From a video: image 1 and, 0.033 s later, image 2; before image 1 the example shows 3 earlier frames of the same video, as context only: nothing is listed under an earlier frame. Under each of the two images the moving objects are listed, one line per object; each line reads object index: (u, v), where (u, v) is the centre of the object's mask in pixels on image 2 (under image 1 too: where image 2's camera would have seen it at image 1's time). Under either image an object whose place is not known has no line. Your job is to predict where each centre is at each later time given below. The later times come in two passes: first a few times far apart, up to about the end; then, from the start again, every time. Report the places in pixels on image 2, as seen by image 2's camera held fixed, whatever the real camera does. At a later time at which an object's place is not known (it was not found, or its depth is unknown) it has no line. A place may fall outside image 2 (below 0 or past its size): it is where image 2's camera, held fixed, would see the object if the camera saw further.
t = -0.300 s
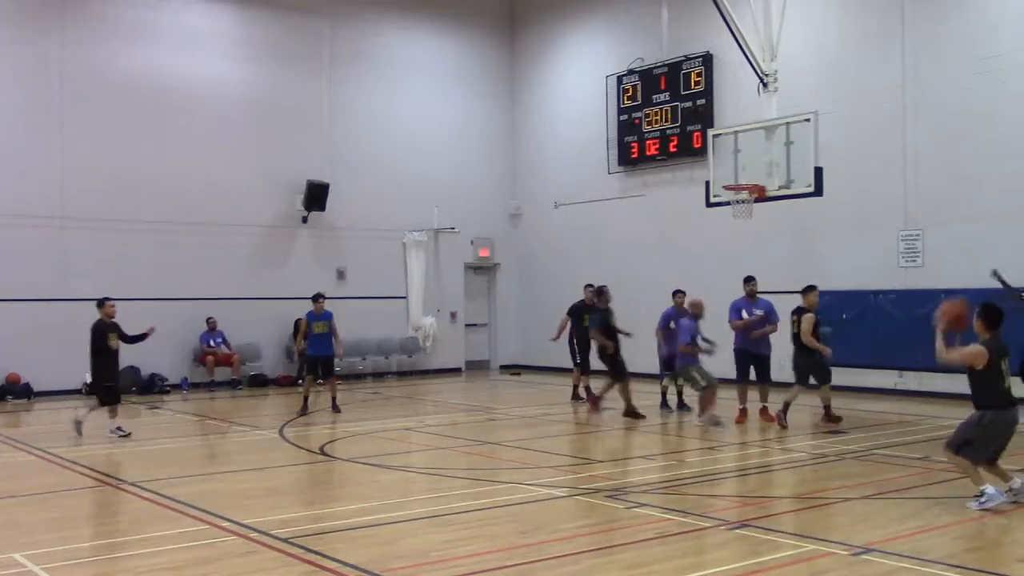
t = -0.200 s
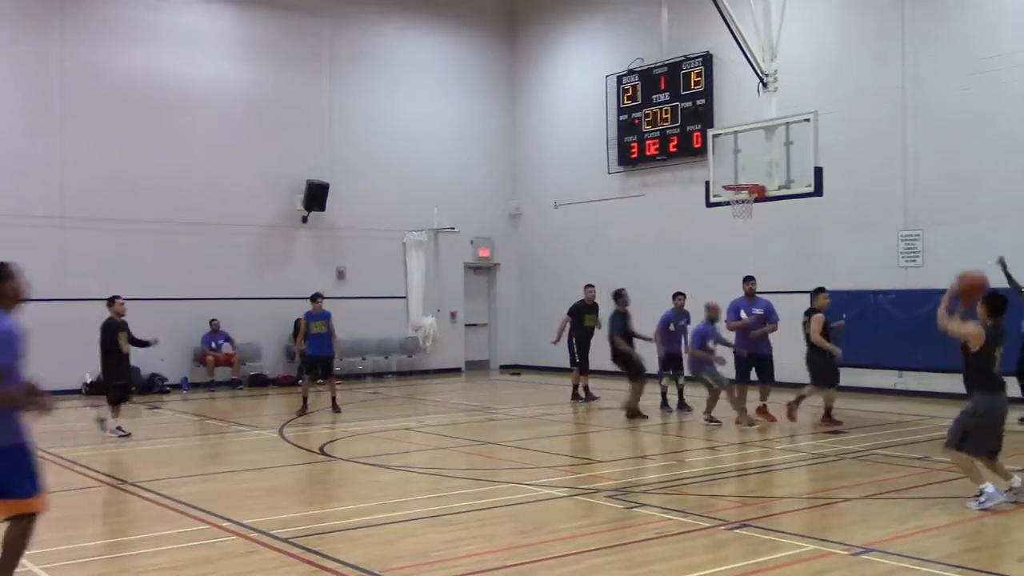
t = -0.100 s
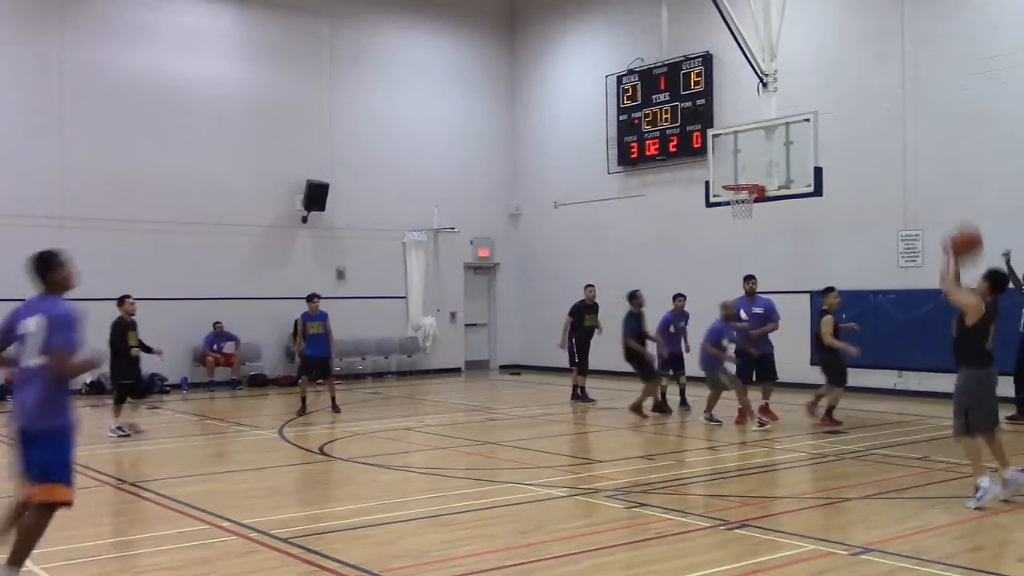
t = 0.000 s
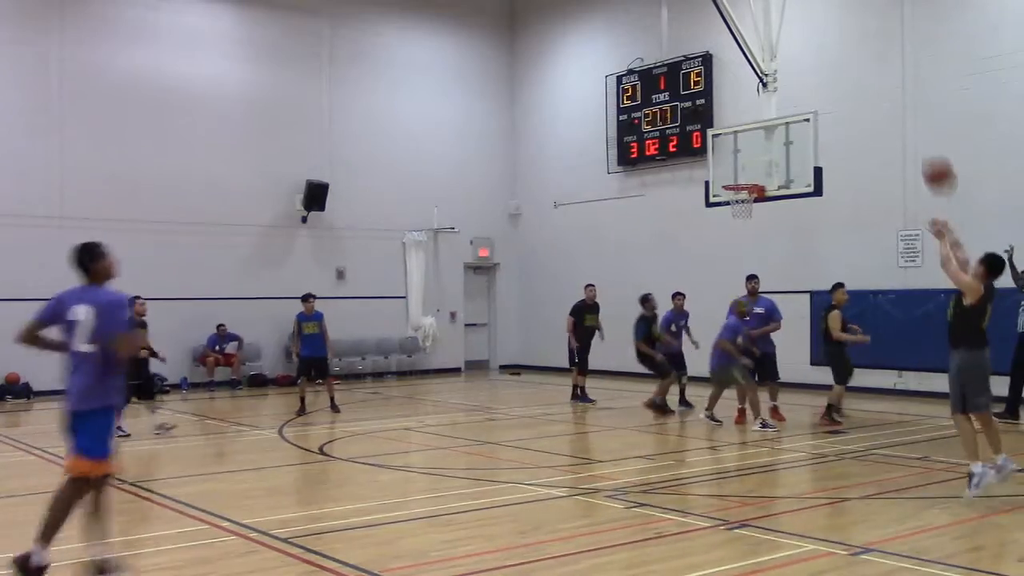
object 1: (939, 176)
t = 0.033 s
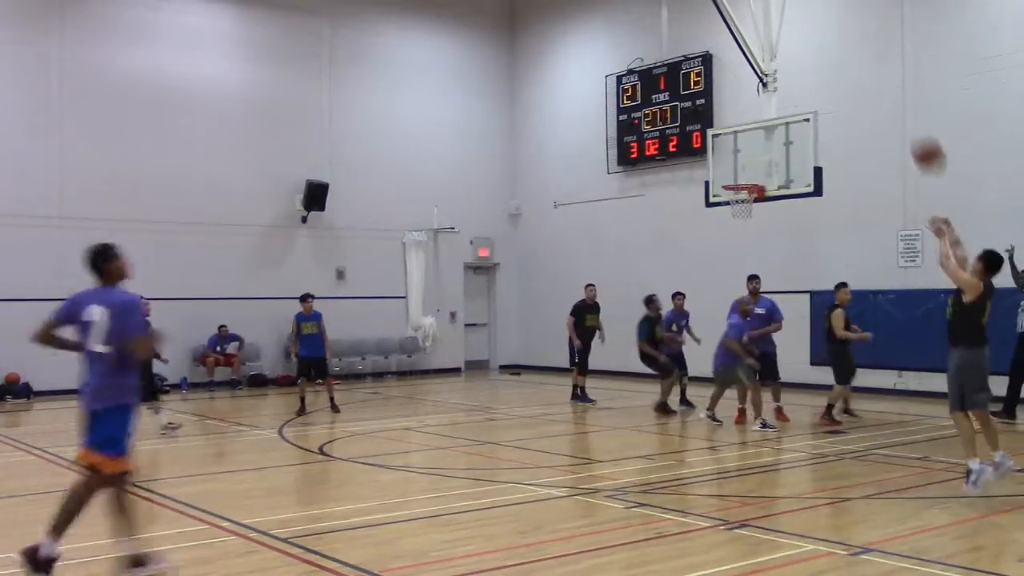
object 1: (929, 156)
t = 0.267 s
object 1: (864, 66)
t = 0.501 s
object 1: (814, 47)
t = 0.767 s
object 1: (772, 84)
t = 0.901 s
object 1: (754, 120)
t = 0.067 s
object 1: (917, 136)
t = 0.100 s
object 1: (907, 119)
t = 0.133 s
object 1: (899, 106)
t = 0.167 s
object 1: (890, 93)
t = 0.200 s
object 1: (880, 83)
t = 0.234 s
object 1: (873, 73)
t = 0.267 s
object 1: (864, 66)
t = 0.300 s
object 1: (856, 59)
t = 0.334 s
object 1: (849, 54)
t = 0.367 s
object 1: (841, 51)
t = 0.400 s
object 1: (834, 48)
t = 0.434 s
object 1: (828, 46)
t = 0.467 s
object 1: (821, 46)
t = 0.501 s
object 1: (814, 47)
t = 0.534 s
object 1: (809, 48)
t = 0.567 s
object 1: (803, 51)
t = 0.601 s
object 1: (797, 54)
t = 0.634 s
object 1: (792, 58)
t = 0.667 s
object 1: (787, 64)
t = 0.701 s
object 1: (781, 69)
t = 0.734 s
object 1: (777, 76)
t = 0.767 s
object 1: (772, 84)
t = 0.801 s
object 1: (767, 91)
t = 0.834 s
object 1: (762, 101)
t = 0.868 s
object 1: (758, 110)
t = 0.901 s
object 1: (754, 120)
